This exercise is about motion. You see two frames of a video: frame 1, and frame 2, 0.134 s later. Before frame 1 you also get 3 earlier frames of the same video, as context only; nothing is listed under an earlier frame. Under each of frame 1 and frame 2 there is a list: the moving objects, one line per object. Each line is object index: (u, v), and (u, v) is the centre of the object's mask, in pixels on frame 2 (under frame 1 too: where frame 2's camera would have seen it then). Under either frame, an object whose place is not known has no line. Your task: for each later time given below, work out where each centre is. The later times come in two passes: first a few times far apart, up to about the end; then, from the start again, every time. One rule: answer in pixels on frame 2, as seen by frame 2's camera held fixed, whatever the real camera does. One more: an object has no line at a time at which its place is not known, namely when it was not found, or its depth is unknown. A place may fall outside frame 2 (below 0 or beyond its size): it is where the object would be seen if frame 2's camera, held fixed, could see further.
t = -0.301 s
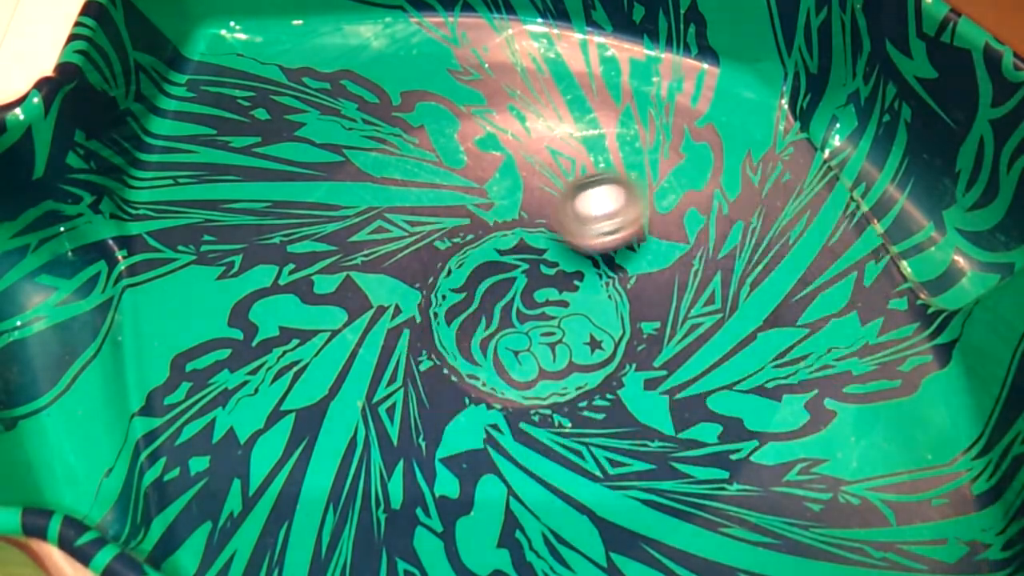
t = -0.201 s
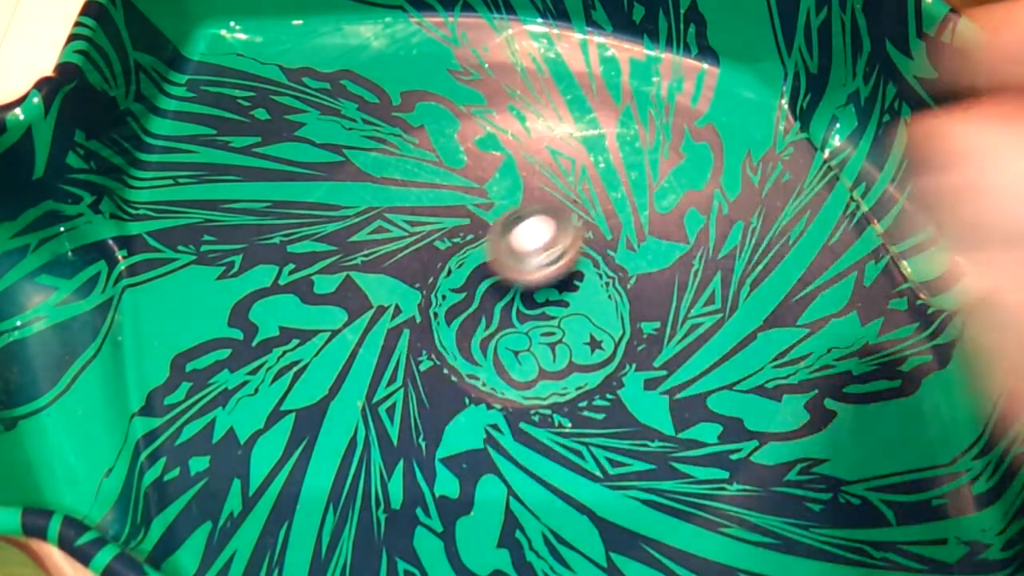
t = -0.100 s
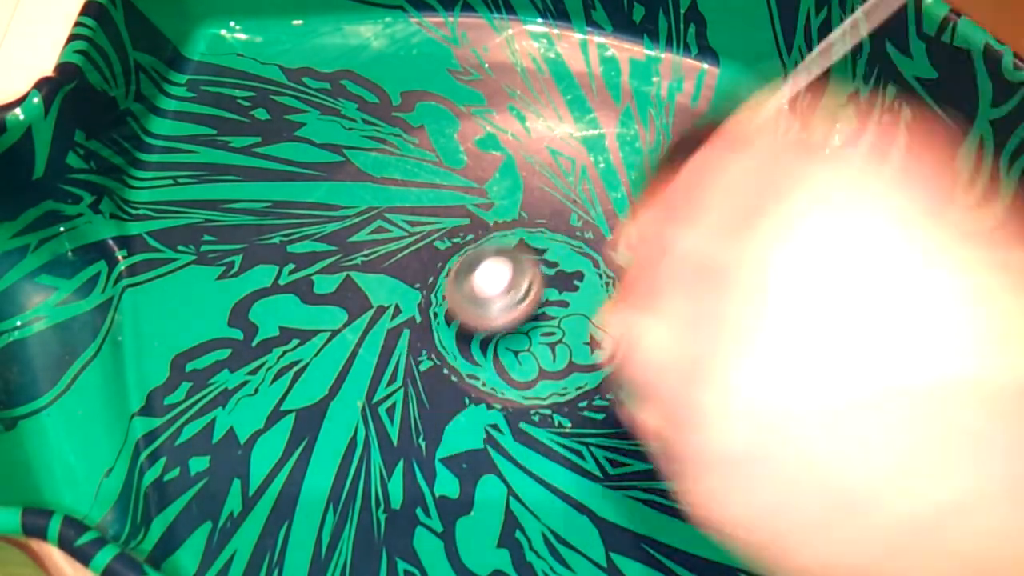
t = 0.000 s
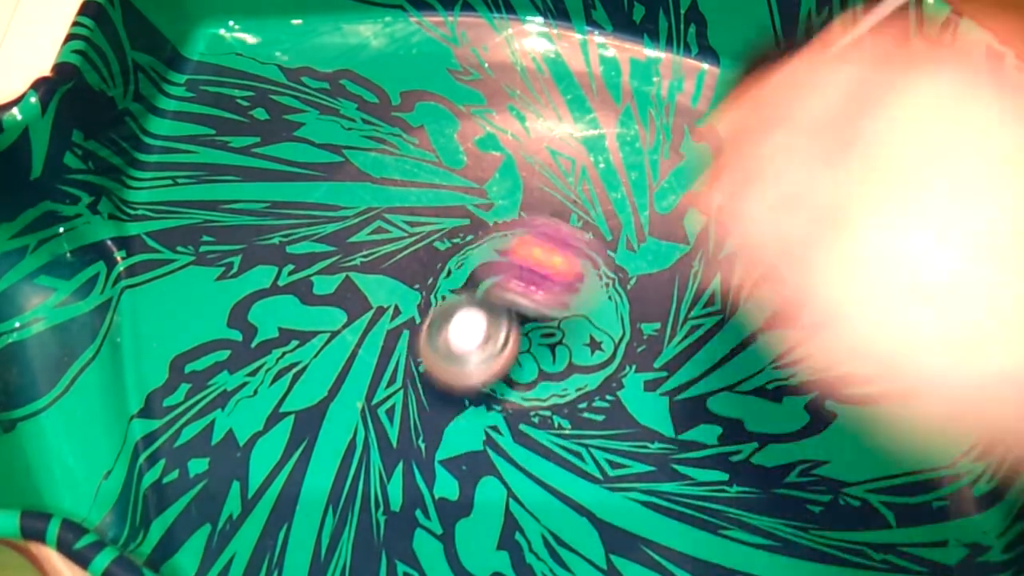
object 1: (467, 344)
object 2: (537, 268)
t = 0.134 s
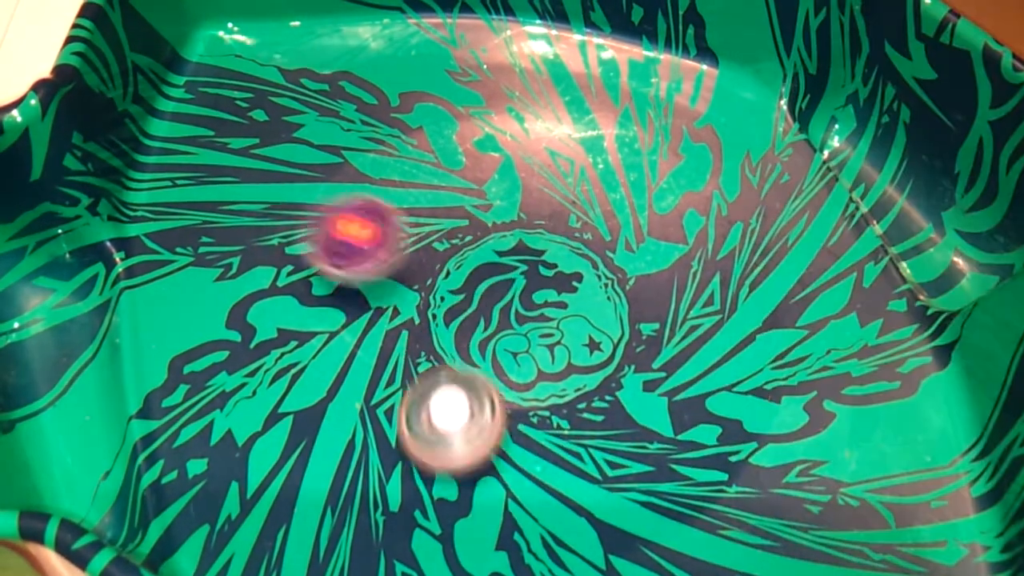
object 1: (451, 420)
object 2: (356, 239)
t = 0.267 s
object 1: (499, 494)
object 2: (284, 231)
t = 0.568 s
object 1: (661, 492)
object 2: (402, 391)
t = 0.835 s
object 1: (636, 357)
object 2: (538, 428)
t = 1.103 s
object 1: (499, 306)
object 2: (591, 396)
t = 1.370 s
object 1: (365, 319)
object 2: (587, 376)
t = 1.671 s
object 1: (389, 419)
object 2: (581, 374)
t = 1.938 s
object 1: (480, 388)
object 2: (592, 371)
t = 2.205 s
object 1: (449, 298)
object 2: (595, 364)
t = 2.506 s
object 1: (414, 240)
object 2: (593, 362)
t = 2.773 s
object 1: (421, 252)
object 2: (591, 363)
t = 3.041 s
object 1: (461, 249)
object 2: (589, 363)
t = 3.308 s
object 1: (506, 219)
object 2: (589, 361)
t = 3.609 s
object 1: (525, 220)
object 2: (588, 359)
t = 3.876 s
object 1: (552, 234)
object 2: (589, 357)
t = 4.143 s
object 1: (594, 249)
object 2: (587, 356)
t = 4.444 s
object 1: (608, 270)
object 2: (587, 356)
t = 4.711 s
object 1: (613, 134)
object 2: (511, 526)
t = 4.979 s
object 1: (484, 205)
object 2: (586, 425)
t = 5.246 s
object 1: (488, 307)
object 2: (592, 336)
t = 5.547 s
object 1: (368, 364)
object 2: (685, 341)
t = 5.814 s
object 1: (494, 485)
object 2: (620, 310)
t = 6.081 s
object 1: (631, 434)
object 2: (614, 311)
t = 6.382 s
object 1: (646, 400)
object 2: (565, 193)
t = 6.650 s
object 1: (578, 320)
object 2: (487, 201)
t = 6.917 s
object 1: (494, 331)
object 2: (476, 222)
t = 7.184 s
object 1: (464, 396)
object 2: (475, 210)
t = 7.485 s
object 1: (500, 380)
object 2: (480, 224)
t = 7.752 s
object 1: (455, 353)
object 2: (482, 230)
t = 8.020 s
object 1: (426, 317)
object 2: (485, 233)
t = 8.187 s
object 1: (428, 302)
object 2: (488, 233)
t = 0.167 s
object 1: (457, 440)
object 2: (325, 233)
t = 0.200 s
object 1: (467, 458)
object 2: (305, 226)
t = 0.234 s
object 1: (481, 477)
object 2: (291, 226)
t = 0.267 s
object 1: (499, 494)
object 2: (284, 231)
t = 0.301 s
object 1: (518, 507)
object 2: (283, 241)
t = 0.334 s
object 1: (539, 517)
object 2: (288, 255)
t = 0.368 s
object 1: (560, 522)
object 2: (296, 275)
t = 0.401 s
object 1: (581, 524)
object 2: (308, 295)
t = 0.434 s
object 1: (601, 524)
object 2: (323, 318)
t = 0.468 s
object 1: (620, 520)
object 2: (340, 339)
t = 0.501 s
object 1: (637, 514)
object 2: (361, 358)
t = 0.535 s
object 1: (650, 505)
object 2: (383, 378)
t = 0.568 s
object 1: (661, 492)
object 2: (402, 391)
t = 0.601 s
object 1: (670, 476)
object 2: (421, 403)
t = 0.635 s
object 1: (675, 461)
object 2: (442, 412)
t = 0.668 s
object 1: (676, 444)
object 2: (460, 419)
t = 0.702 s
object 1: (674, 426)
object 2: (477, 423)
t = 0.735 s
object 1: (669, 408)
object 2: (494, 427)
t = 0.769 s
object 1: (660, 391)
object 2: (510, 429)
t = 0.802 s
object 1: (650, 374)
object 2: (524, 430)
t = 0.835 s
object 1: (636, 357)
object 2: (538, 428)
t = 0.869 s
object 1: (618, 342)
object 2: (550, 426)
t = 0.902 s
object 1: (603, 330)
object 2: (561, 423)
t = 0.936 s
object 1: (587, 320)
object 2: (571, 419)
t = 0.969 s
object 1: (568, 313)
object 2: (578, 415)
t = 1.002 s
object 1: (551, 309)
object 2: (584, 410)
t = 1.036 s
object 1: (533, 308)
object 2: (588, 405)
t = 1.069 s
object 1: (515, 306)
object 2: (590, 400)
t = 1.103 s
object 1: (499, 306)
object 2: (591, 396)
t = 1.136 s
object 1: (481, 306)
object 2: (591, 392)
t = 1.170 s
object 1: (461, 306)
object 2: (591, 388)
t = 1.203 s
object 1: (444, 305)
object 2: (591, 385)
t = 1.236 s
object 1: (423, 304)
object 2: (590, 383)
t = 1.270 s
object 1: (405, 304)
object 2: (590, 381)
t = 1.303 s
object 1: (388, 307)
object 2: (589, 379)
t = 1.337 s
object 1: (376, 312)
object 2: (588, 377)
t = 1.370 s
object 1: (365, 319)
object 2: (587, 376)
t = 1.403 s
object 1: (357, 328)
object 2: (586, 375)
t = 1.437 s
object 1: (351, 339)
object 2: (585, 373)
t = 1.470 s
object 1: (348, 352)
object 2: (584, 372)
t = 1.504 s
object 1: (348, 365)
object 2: (584, 372)
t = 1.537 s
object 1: (350, 378)
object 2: (583, 372)
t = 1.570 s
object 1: (356, 391)
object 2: (583, 372)
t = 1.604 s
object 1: (365, 403)
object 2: (582, 373)
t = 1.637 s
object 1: (376, 412)
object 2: (582, 374)
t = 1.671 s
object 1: (389, 419)
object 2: (581, 374)
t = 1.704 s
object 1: (403, 424)
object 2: (581, 375)
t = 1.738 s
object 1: (418, 426)
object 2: (581, 375)
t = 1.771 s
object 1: (433, 425)
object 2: (580, 375)
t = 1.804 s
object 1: (448, 422)
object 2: (580, 376)
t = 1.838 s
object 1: (462, 416)
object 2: (580, 376)
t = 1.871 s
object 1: (474, 407)
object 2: (580, 376)
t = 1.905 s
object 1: (478, 398)
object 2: (587, 374)
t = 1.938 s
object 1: (480, 388)
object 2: (592, 371)
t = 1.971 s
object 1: (483, 377)
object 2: (594, 369)
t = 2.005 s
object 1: (482, 366)
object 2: (593, 367)
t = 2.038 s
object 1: (479, 356)
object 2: (593, 366)
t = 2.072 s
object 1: (473, 345)
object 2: (593, 365)
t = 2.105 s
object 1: (467, 333)
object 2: (593, 365)
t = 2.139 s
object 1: (461, 322)
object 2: (594, 364)
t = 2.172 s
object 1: (455, 309)
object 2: (594, 364)
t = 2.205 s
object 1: (449, 298)
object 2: (595, 364)
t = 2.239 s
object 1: (443, 286)
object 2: (595, 364)
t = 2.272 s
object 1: (437, 274)
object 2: (595, 363)
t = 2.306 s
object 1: (431, 263)
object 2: (595, 363)
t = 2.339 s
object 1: (427, 253)
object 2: (595, 363)
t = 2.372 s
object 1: (423, 247)
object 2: (595, 363)
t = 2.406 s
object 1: (420, 244)
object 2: (595, 363)
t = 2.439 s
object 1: (417, 242)
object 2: (594, 363)
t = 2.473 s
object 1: (415, 240)
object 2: (594, 362)
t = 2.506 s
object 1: (414, 240)
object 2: (593, 362)
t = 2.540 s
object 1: (412, 240)
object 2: (593, 362)
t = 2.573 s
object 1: (412, 241)
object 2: (593, 362)
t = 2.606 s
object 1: (412, 243)
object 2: (592, 362)
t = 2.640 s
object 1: (413, 245)
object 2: (592, 362)
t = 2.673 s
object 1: (413, 246)
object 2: (592, 363)
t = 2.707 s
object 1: (415, 248)
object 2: (591, 363)
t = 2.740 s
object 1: (418, 251)
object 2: (591, 363)
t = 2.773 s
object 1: (421, 252)
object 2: (591, 363)
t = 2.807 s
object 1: (424, 253)
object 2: (590, 363)
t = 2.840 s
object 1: (428, 254)
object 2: (590, 363)
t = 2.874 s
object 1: (432, 255)
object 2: (590, 363)
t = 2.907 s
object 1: (437, 255)
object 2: (589, 363)
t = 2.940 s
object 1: (443, 255)
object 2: (589, 363)
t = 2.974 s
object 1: (448, 254)
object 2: (589, 363)
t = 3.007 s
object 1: (454, 253)
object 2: (589, 363)
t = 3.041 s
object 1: (461, 249)
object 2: (589, 363)
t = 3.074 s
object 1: (468, 245)
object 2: (589, 362)
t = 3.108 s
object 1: (476, 238)
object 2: (589, 362)
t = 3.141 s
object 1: (485, 231)
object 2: (589, 362)
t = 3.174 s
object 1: (492, 227)
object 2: (589, 362)
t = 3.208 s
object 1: (497, 224)
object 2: (589, 362)
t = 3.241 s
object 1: (500, 222)
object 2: (589, 362)
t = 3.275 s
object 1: (504, 220)
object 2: (589, 362)
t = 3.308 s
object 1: (506, 219)
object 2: (589, 361)
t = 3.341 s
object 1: (509, 218)
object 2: (588, 361)
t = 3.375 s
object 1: (512, 217)
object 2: (588, 361)
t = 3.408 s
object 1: (513, 217)
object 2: (588, 360)
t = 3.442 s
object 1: (515, 217)
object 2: (588, 360)
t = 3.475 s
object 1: (517, 217)
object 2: (588, 360)
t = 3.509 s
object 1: (519, 217)
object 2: (588, 360)
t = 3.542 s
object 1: (520, 218)
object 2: (588, 360)
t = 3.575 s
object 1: (523, 219)
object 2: (588, 360)
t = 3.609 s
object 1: (525, 220)
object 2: (588, 359)
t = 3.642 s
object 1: (528, 221)
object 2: (589, 359)
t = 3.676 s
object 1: (531, 223)
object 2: (589, 359)
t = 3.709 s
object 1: (534, 224)
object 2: (589, 359)
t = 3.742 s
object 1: (536, 226)
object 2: (589, 358)
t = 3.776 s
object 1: (540, 227)
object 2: (589, 358)
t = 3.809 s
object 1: (543, 230)
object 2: (589, 358)
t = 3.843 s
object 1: (547, 232)
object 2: (589, 357)
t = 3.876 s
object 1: (552, 234)
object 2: (589, 357)
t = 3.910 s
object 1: (557, 237)
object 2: (589, 357)
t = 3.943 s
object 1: (564, 239)
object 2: (588, 357)
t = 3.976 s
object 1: (572, 241)
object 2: (588, 356)
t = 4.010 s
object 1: (579, 243)
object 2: (587, 356)
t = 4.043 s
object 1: (584, 245)
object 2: (587, 356)
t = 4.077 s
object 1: (588, 246)
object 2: (587, 356)
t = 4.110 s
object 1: (591, 248)
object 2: (587, 356)
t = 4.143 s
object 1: (594, 249)
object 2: (587, 356)
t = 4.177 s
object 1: (596, 251)
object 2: (587, 356)
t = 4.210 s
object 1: (598, 253)
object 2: (587, 356)
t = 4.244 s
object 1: (600, 255)
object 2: (587, 356)
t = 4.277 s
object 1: (601, 257)
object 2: (587, 356)
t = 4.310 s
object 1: (602, 259)
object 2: (587, 356)
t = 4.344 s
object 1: (603, 262)
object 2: (587, 356)
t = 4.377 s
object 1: (605, 265)
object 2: (587, 356)
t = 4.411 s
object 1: (606, 268)
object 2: (587, 356)
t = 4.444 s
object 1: (608, 270)
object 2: (587, 356)
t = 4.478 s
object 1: (615, 261)
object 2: (578, 384)
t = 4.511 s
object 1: (630, 228)
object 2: (561, 425)
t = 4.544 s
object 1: (641, 198)
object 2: (543, 460)
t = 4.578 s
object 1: (645, 175)
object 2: (528, 489)
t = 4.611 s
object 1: (645, 156)
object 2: (517, 510)
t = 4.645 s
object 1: (639, 144)
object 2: (510, 522)
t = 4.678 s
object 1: (630, 137)
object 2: (508, 526)
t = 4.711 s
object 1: (613, 134)
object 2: (511, 526)
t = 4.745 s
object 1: (596, 134)
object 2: (518, 523)
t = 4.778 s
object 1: (576, 136)
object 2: (527, 517)
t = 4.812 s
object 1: (557, 144)
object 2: (539, 505)
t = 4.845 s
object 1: (540, 151)
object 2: (551, 491)
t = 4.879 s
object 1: (524, 163)
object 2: (562, 475)
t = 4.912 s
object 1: (509, 175)
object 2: (573, 458)
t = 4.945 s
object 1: (496, 188)
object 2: (580, 442)
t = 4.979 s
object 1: (484, 205)
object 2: (586, 425)
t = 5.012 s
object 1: (477, 221)
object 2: (590, 408)
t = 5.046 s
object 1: (473, 236)
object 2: (592, 392)
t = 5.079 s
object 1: (471, 251)
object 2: (591, 376)
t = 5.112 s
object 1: (473, 265)
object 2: (590, 362)
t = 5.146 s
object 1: (475, 274)
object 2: (590, 350)
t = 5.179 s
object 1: (479, 286)
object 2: (590, 343)
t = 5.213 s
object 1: (484, 297)
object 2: (591, 337)
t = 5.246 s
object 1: (488, 307)
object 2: (592, 336)
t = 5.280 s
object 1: (464, 309)
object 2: (622, 345)
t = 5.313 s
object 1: (438, 308)
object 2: (651, 354)
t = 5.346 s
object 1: (412, 309)
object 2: (673, 361)
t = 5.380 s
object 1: (392, 311)
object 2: (687, 365)
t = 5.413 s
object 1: (378, 316)
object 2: (696, 365)
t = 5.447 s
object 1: (369, 324)
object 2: (698, 361)
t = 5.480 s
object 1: (363, 334)
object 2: (696, 355)
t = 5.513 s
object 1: (363, 348)
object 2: (692, 349)
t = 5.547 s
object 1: (368, 364)
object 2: (685, 341)
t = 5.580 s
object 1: (375, 382)
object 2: (678, 334)
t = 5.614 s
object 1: (386, 402)
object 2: (670, 328)
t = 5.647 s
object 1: (398, 420)
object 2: (662, 323)
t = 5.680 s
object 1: (414, 437)
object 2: (653, 319)
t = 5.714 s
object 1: (431, 453)
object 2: (643, 315)
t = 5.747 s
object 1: (450, 466)
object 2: (635, 313)
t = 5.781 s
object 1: (470, 477)
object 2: (627, 311)
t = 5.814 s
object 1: (494, 485)
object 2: (620, 310)
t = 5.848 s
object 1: (516, 489)
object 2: (616, 309)
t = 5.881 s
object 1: (539, 489)
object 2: (614, 309)
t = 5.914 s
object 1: (561, 486)
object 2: (614, 309)
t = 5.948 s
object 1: (581, 481)
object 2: (614, 309)
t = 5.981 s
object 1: (599, 472)
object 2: (614, 309)
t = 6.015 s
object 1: (612, 461)
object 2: (614, 310)
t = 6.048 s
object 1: (623, 448)
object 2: (614, 310)
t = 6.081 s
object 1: (631, 434)
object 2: (614, 311)
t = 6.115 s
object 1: (637, 419)
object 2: (614, 312)
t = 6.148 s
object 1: (641, 408)
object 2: (614, 311)
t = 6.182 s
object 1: (647, 420)
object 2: (612, 287)
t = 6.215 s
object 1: (650, 431)
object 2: (606, 261)
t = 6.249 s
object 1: (651, 434)
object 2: (600, 239)
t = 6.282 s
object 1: (650, 431)
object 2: (596, 220)
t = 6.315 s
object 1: (649, 423)
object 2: (587, 208)
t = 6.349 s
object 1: (647, 413)
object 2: (575, 199)
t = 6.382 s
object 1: (646, 400)
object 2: (565, 193)
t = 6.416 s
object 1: (642, 387)
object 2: (552, 189)
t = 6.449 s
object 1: (637, 373)
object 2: (540, 188)
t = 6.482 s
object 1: (630, 359)
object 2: (529, 188)
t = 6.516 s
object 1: (620, 346)
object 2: (518, 188)
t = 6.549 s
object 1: (609, 335)
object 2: (508, 191)
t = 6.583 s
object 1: (599, 327)
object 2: (500, 194)
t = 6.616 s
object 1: (589, 323)
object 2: (492, 196)
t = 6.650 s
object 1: (578, 320)
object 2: (487, 201)
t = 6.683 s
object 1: (567, 318)
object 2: (482, 206)
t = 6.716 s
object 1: (557, 318)
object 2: (479, 210)
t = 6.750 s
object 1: (545, 317)
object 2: (477, 216)
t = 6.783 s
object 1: (534, 317)
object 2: (476, 220)
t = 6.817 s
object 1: (523, 316)
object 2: (477, 224)
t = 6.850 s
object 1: (513, 316)
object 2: (477, 228)
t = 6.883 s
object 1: (502, 316)
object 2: (477, 230)
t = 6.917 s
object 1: (494, 331)
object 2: (476, 222)
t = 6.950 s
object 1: (486, 350)
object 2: (474, 210)
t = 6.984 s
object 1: (477, 363)
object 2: (474, 204)
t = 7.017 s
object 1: (468, 375)
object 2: (473, 203)
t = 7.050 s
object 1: (461, 383)
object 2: (473, 203)
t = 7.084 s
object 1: (458, 388)
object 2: (473, 204)
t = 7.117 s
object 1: (458, 391)
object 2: (474, 206)
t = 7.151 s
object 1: (461, 394)
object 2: (474, 208)
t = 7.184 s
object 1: (464, 396)
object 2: (475, 210)
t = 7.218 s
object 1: (469, 397)
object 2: (476, 213)
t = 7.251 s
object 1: (474, 397)
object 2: (477, 215)
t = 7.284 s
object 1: (479, 396)
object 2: (477, 217)
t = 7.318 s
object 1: (485, 395)
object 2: (478, 219)
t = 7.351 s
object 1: (491, 392)
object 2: (479, 220)
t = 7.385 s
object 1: (496, 390)
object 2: (479, 222)
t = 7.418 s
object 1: (500, 386)
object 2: (480, 223)
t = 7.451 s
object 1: (501, 382)
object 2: (480, 224)
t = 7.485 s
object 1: (500, 380)
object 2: (480, 224)
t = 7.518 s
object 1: (496, 378)
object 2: (480, 225)
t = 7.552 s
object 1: (491, 375)
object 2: (481, 226)
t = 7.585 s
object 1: (487, 372)
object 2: (481, 227)
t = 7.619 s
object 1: (481, 369)
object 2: (481, 227)
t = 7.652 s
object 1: (475, 366)
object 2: (481, 228)
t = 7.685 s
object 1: (467, 362)
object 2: (481, 229)
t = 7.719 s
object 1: (461, 357)
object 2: (482, 229)
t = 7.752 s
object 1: (455, 353)
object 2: (482, 230)
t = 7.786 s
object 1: (450, 348)
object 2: (482, 230)
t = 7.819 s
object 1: (445, 343)
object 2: (482, 231)
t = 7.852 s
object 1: (440, 338)
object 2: (483, 232)
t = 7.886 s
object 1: (435, 333)
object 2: (483, 232)
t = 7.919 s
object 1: (432, 328)
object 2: (483, 233)
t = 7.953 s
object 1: (428, 323)
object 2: (484, 233)
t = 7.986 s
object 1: (427, 319)
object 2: (484, 233)
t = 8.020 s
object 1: (426, 317)
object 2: (485, 233)
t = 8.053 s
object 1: (427, 316)
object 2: (485, 233)
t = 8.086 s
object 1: (428, 314)
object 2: (486, 233)
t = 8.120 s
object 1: (428, 310)
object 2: (487, 233)
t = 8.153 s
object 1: (428, 307)
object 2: (488, 234)
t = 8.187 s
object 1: (428, 302)
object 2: (488, 233)
